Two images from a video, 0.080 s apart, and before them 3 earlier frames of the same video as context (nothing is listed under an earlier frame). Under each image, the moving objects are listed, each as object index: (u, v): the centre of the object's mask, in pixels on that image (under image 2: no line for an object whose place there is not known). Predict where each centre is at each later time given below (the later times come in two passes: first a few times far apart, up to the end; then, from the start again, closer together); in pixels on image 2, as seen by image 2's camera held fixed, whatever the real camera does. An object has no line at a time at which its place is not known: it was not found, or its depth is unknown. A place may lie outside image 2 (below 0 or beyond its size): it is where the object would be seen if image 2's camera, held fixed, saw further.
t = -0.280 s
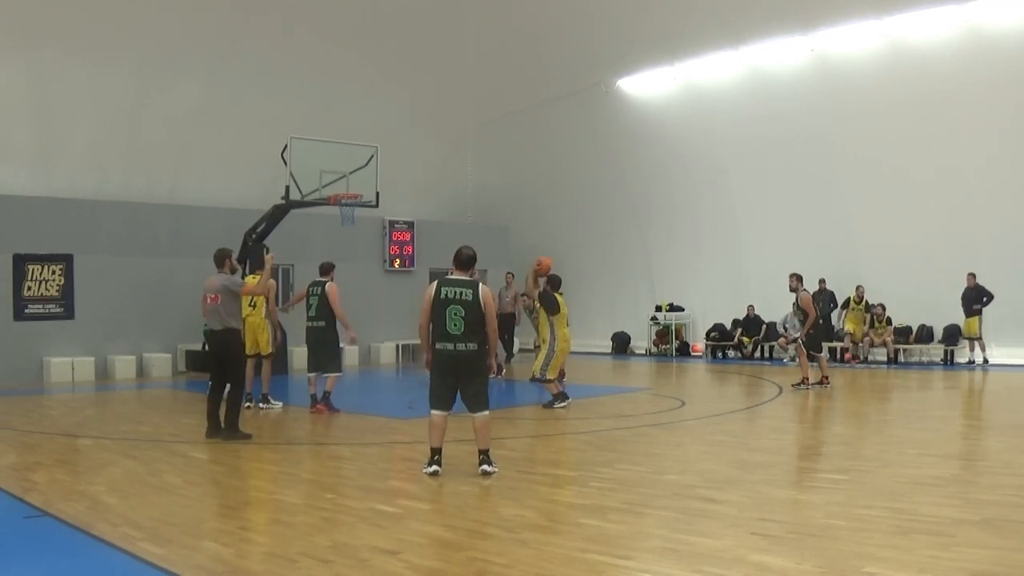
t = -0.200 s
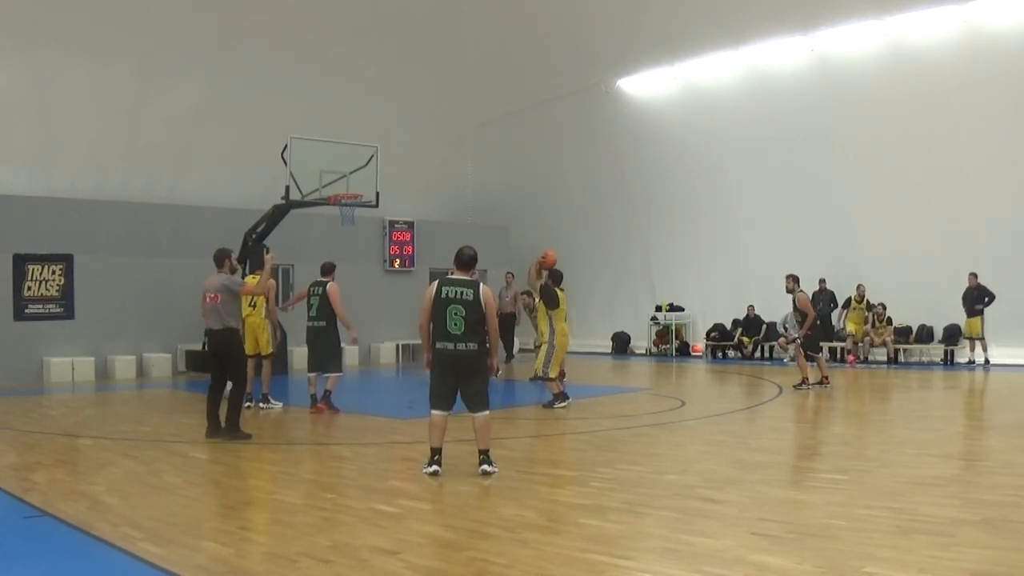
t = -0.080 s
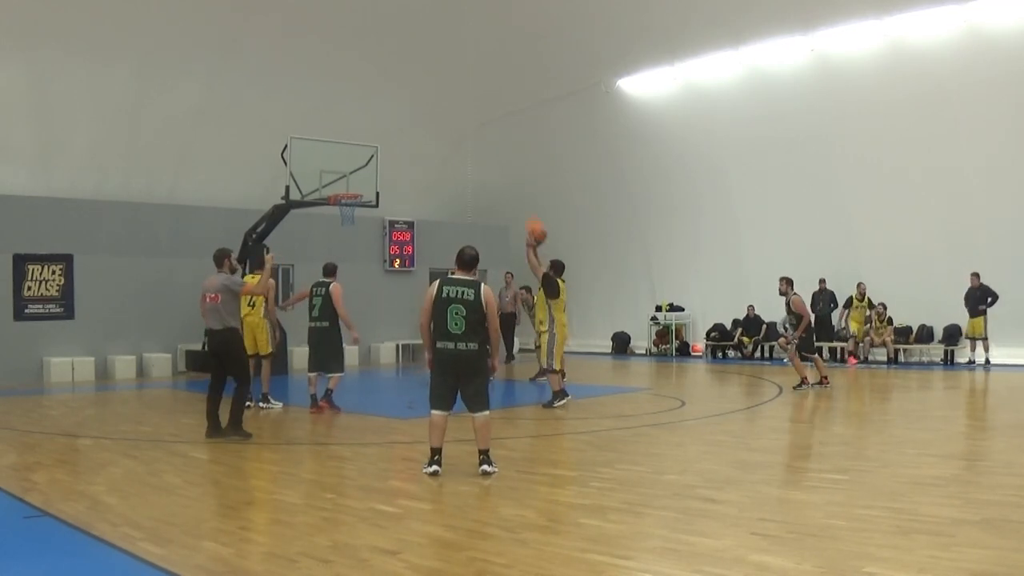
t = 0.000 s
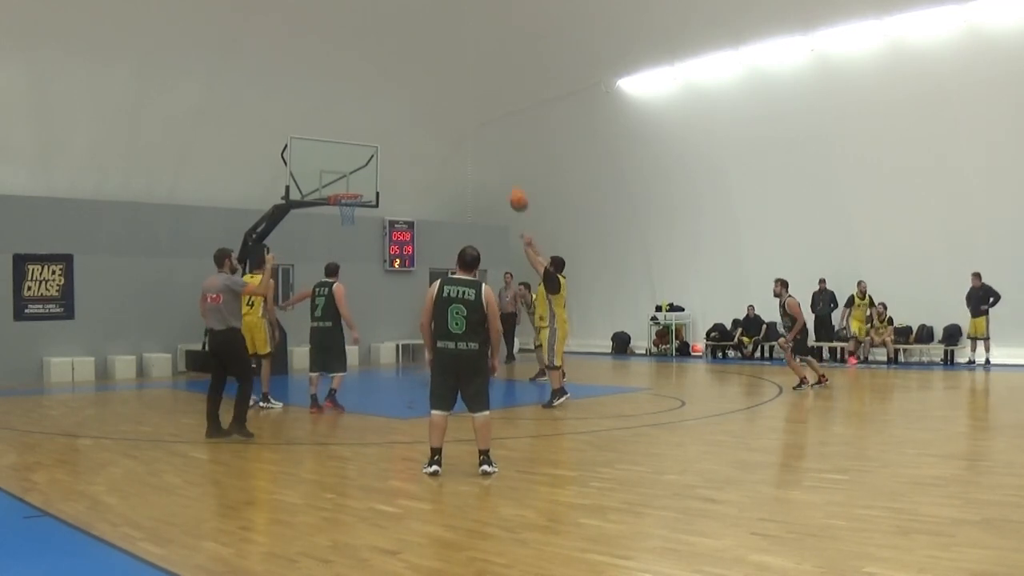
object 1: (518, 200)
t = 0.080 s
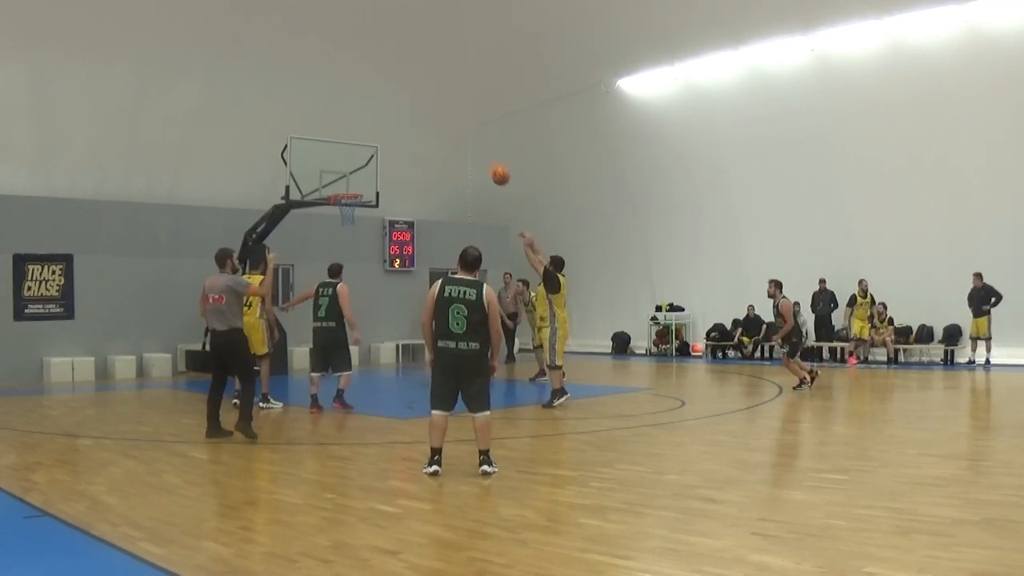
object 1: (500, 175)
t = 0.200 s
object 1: (474, 147)
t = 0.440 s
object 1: (427, 125)
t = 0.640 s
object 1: (392, 136)
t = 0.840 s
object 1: (360, 171)
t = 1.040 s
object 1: (339, 208)
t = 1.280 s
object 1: (345, 230)
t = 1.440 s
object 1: (349, 263)
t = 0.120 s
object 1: (491, 164)
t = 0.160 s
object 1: (483, 155)
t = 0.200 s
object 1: (474, 147)
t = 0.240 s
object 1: (465, 140)
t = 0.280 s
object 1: (457, 135)
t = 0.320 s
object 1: (450, 131)
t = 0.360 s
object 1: (442, 128)
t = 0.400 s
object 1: (435, 126)
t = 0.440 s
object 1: (427, 125)
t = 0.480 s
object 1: (419, 125)
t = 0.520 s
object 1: (412, 127)
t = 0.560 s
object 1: (405, 129)
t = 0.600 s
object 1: (399, 132)
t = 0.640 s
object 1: (392, 136)
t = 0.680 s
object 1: (386, 141)
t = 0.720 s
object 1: (379, 147)
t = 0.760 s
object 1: (373, 154)
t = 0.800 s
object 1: (366, 161)
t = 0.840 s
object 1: (360, 171)
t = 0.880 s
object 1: (353, 181)
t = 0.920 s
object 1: (349, 189)
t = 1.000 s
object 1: (339, 208)
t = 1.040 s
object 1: (339, 208)
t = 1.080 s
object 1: (341, 210)
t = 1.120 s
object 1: (341, 212)
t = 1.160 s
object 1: (342, 215)
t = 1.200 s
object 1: (343, 219)
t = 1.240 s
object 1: (344, 224)
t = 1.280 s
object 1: (345, 230)
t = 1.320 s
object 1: (346, 237)
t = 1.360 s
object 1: (347, 245)
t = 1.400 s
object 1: (348, 253)
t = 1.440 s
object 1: (349, 263)
